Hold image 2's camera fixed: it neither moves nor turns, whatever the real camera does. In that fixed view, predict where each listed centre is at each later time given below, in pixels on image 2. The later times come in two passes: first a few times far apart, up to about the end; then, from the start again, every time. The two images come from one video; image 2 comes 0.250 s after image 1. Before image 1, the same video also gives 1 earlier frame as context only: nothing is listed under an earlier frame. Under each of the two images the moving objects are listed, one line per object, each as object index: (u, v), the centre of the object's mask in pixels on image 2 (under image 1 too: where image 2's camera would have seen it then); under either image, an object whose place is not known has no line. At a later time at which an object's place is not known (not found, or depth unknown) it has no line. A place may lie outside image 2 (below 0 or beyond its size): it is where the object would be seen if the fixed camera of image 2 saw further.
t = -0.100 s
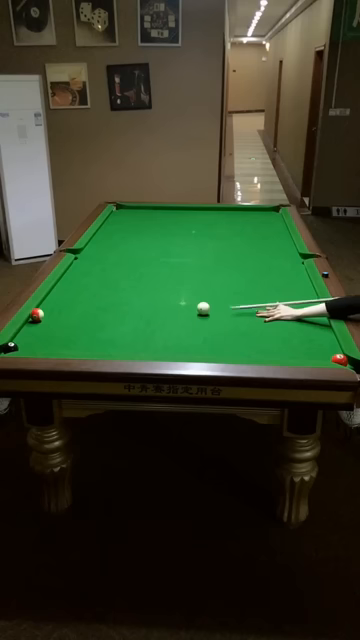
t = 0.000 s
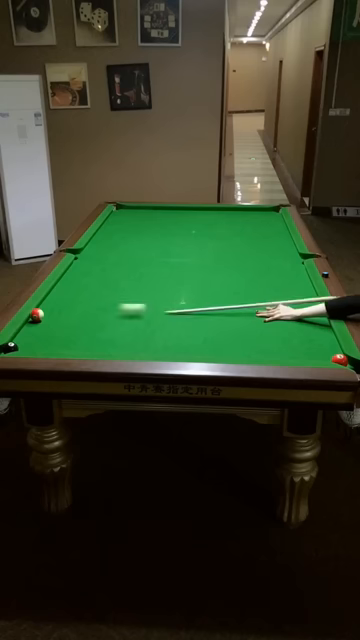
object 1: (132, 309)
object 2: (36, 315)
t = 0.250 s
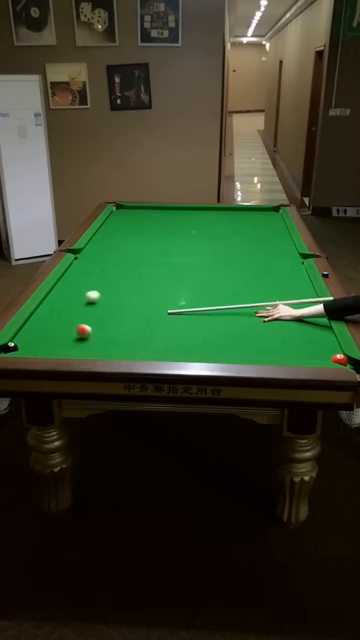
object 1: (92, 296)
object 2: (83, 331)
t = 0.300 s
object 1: (107, 294)
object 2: (97, 335)
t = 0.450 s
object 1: (148, 285)
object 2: (140, 347)
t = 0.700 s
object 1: (208, 272)
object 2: (223, 344)
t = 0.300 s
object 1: (107, 294)
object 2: (97, 335)
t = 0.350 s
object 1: (121, 290)
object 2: (111, 340)
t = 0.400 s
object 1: (135, 287)
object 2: (126, 343)
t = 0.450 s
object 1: (148, 285)
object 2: (140, 347)
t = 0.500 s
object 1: (161, 282)
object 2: (154, 350)
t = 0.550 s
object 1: (173, 279)
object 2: (172, 349)
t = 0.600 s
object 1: (185, 276)
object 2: (189, 348)
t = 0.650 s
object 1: (197, 274)
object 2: (207, 347)
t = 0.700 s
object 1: (208, 272)
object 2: (223, 344)
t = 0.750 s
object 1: (219, 269)
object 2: (239, 342)
